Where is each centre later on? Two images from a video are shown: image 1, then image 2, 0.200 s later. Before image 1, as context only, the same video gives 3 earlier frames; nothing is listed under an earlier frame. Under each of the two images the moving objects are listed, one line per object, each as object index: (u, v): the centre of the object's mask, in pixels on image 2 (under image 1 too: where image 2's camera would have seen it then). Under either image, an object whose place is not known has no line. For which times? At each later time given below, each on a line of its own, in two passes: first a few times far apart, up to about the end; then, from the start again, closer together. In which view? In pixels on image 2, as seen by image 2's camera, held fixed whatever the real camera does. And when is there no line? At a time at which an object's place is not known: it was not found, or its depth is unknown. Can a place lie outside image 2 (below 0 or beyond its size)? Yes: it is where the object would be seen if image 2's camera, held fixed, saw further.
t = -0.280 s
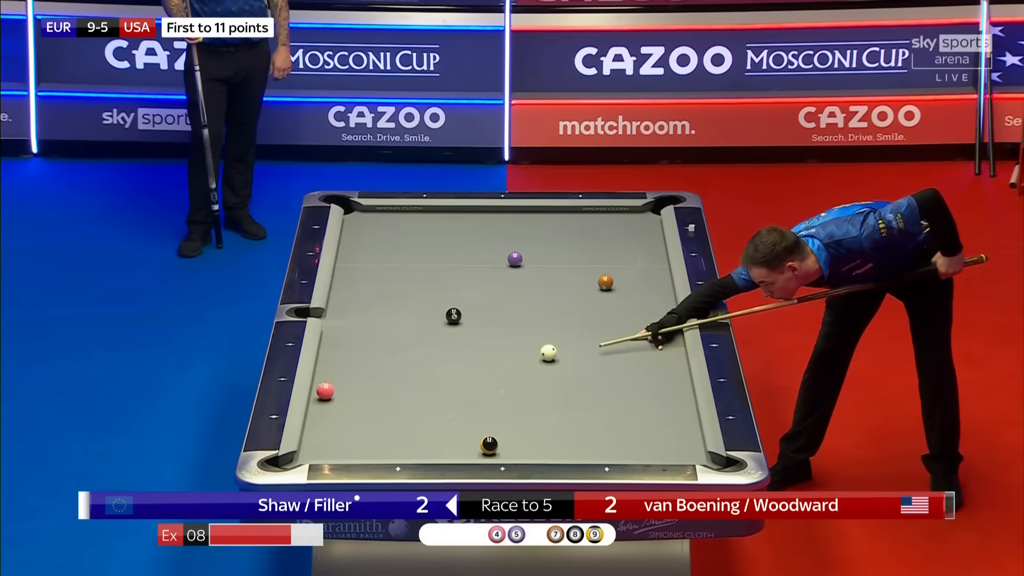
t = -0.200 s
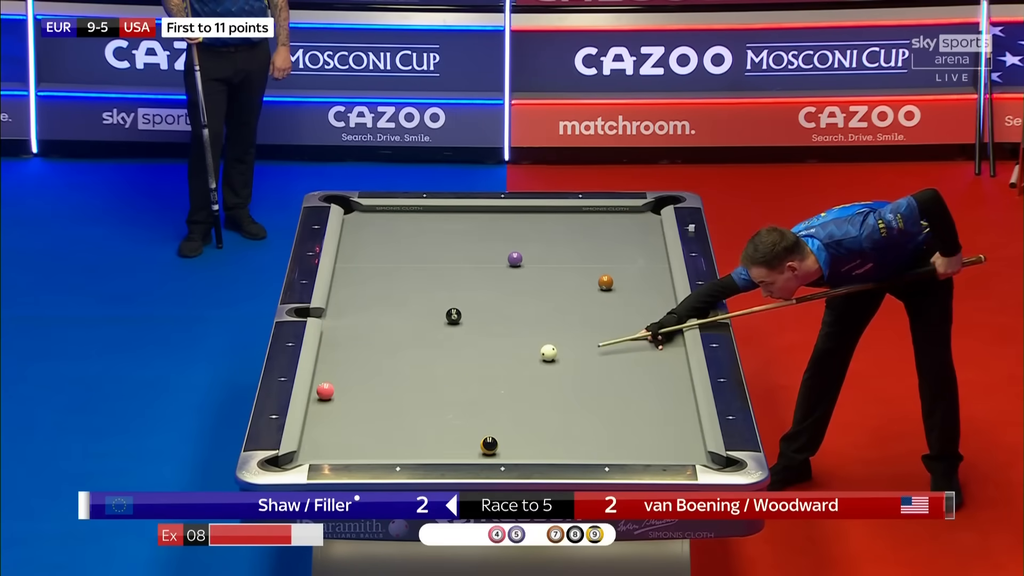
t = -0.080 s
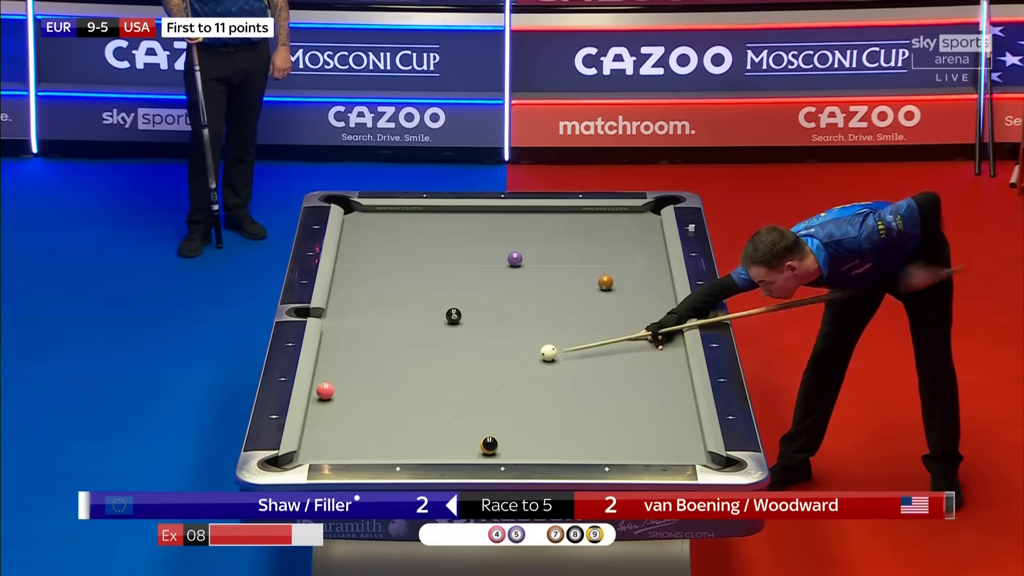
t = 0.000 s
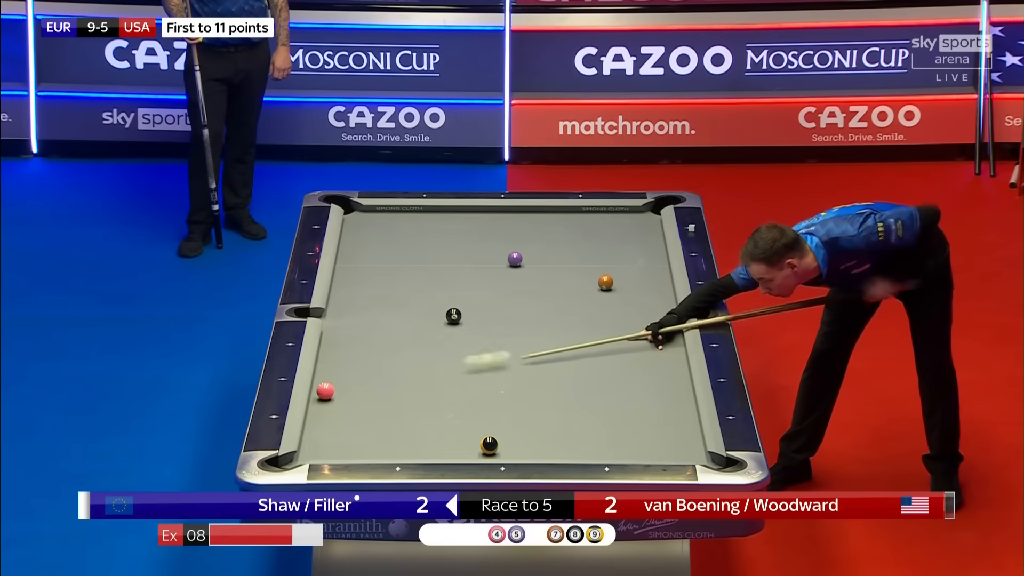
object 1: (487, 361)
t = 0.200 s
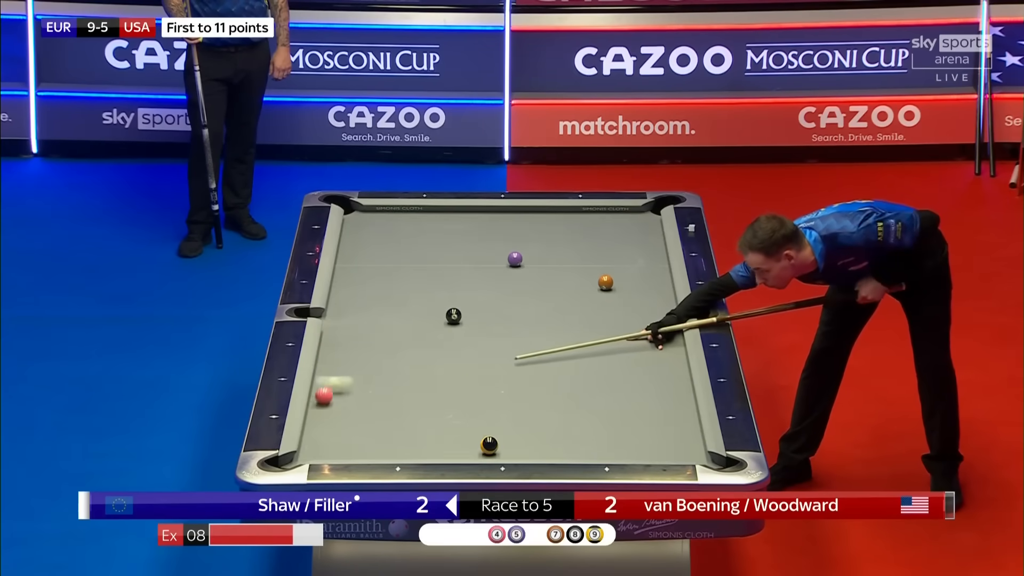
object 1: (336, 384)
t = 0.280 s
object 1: (390, 385)
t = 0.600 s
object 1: (582, 384)
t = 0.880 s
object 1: (648, 385)
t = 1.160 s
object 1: (546, 384)
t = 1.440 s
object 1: (468, 383)
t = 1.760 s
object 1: (382, 383)
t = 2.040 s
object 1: (328, 382)
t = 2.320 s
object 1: (372, 383)
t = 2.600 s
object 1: (410, 383)
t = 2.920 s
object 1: (451, 383)
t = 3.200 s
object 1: (484, 383)
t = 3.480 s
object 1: (517, 384)
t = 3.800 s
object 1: (552, 384)
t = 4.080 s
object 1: (580, 384)
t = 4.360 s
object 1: (608, 384)
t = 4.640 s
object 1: (634, 384)
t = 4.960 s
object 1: (661, 384)
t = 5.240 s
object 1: (684, 384)
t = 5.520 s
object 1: (673, 384)
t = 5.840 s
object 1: (662, 384)
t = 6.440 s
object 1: (644, 382)
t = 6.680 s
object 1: (642, 383)
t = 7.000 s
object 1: (637, 383)
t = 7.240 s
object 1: (635, 383)
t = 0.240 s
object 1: (362, 384)
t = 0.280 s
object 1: (390, 385)
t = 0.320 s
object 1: (417, 385)
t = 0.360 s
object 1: (442, 384)
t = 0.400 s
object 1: (467, 384)
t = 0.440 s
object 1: (491, 384)
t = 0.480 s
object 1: (515, 385)
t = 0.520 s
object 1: (537, 385)
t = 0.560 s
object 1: (560, 384)
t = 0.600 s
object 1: (582, 384)
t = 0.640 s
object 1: (603, 384)
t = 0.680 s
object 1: (624, 384)
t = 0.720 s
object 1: (646, 384)
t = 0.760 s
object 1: (667, 385)
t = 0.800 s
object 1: (681, 385)
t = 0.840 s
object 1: (666, 385)
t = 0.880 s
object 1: (648, 385)
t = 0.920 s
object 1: (631, 384)
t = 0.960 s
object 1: (615, 384)
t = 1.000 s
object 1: (600, 384)
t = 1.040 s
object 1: (585, 384)
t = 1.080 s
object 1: (571, 384)
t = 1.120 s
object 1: (558, 384)
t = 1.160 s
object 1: (546, 384)
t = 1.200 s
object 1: (534, 384)
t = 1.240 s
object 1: (523, 384)
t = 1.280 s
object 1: (512, 383)
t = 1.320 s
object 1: (501, 383)
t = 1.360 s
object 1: (490, 383)
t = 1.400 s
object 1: (479, 383)
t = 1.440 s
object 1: (468, 383)
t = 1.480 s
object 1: (457, 383)
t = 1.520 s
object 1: (446, 383)
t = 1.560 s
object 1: (436, 383)
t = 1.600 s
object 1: (425, 383)
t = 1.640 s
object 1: (414, 383)
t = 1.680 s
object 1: (403, 383)
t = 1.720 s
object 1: (392, 383)
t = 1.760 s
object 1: (382, 383)
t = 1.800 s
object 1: (371, 383)
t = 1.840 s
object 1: (360, 383)
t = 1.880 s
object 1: (350, 383)
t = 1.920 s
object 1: (339, 383)
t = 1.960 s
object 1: (329, 383)
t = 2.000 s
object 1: (321, 383)
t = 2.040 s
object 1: (328, 382)
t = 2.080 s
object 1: (336, 382)
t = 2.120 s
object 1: (344, 383)
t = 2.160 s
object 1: (350, 383)
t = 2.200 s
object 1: (356, 383)
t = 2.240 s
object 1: (361, 383)
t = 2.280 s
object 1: (367, 383)
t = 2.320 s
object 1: (372, 383)
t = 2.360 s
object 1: (378, 382)
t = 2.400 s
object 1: (383, 383)
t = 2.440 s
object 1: (389, 383)
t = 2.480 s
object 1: (394, 383)
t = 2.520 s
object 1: (399, 383)
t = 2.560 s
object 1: (405, 383)
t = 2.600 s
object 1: (410, 383)
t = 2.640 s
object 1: (415, 382)
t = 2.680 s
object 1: (420, 383)
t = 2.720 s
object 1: (425, 383)
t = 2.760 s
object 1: (430, 383)
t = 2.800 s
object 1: (436, 383)
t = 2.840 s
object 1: (441, 383)
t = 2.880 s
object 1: (446, 383)
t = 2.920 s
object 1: (451, 383)
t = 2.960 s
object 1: (456, 383)
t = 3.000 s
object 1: (460, 383)
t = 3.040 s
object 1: (465, 383)
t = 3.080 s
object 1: (470, 383)
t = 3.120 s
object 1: (475, 383)
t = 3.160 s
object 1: (479, 383)
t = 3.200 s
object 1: (484, 383)
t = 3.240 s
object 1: (489, 383)
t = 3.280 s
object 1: (494, 383)
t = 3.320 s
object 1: (498, 383)
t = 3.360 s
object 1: (503, 383)
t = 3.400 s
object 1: (507, 383)
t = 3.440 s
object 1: (512, 384)
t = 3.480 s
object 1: (517, 384)
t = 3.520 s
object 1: (521, 384)
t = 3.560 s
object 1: (525, 384)
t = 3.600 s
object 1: (530, 384)
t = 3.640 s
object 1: (534, 384)
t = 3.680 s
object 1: (539, 384)
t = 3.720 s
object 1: (543, 384)
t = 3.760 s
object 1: (547, 384)
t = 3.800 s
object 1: (552, 384)
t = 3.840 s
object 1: (556, 384)
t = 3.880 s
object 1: (560, 384)
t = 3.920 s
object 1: (564, 384)
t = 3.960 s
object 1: (568, 384)
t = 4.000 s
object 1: (572, 384)
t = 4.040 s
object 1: (576, 384)
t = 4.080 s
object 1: (580, 384)
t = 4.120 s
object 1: (584, 384)
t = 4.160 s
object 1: (588, 384)
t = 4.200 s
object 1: (592, 384)
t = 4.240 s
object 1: (596, 384)
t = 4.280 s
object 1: (600, 384)
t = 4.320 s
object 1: (604, 384)
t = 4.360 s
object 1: (608, 384)
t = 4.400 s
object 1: (611, 384)
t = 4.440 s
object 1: (615, 384)
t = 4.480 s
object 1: (619, 384)
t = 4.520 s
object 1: (623, 384)
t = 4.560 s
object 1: (626, 384)
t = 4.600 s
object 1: (630, 384)
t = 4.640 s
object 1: (634, 384)
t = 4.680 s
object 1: (637, 384)
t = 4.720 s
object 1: (641, 384)
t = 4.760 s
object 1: (644, 384)
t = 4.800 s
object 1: (648, 384)
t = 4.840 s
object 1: (651, 384)
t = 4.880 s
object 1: (655, 384)
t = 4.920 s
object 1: (658, 384)
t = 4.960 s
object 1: (661, 384)
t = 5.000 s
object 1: (665, 384)
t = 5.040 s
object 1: (668, 384)
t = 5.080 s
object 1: (671, 384)
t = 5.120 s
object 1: (674, 384)
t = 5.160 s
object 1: (678, 384)
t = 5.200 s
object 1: (681, 384)
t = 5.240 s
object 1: (684, 384)
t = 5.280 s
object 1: (683, 384)
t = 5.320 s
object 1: (681, 384)
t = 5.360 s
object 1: (679, 384)
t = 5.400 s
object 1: (678, 384)
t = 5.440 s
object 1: (676, 384)
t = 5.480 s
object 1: (675, 384)
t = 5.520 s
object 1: (673, 384)
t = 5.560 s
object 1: (671, 384)
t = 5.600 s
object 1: (670, 384)
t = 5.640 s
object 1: (668, 384)
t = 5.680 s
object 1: (667, 384)
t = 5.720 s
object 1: (666, 384)
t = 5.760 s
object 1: (665, 384)
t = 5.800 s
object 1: (663, 384)
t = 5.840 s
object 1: (662, 384)
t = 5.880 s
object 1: (660, 384)
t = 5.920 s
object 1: (660, 383)
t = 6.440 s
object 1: (644, 382)
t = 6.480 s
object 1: (645, 383)
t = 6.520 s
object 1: (644, 383)
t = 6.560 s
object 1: (644, 383)
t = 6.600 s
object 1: (643, 383)
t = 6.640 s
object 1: (642, 383)
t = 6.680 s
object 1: (642, 383)
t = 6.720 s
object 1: (641, 383)
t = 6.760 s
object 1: (640, 383)
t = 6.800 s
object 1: (640, 383)
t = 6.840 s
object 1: (639, 383)
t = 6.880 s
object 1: (638, 383)
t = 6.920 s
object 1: (638, 383)
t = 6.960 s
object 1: (638, 383)
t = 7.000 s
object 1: (637, 383)
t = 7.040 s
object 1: (637, 383)
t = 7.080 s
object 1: (636, 383)
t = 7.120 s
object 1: (636, 383)
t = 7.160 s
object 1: (636, 383)
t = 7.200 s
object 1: (636, 383)
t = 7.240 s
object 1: (635, 383)
